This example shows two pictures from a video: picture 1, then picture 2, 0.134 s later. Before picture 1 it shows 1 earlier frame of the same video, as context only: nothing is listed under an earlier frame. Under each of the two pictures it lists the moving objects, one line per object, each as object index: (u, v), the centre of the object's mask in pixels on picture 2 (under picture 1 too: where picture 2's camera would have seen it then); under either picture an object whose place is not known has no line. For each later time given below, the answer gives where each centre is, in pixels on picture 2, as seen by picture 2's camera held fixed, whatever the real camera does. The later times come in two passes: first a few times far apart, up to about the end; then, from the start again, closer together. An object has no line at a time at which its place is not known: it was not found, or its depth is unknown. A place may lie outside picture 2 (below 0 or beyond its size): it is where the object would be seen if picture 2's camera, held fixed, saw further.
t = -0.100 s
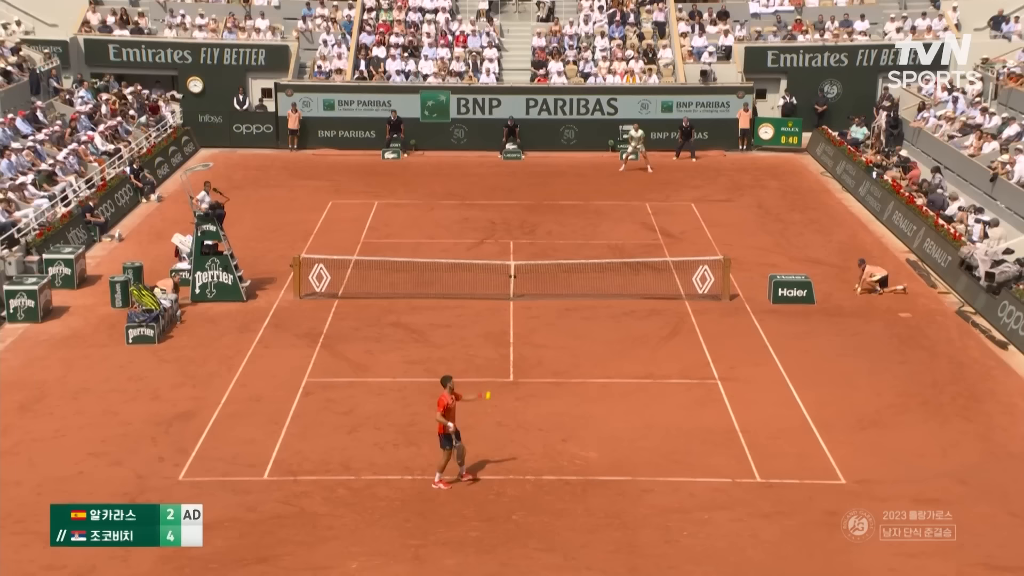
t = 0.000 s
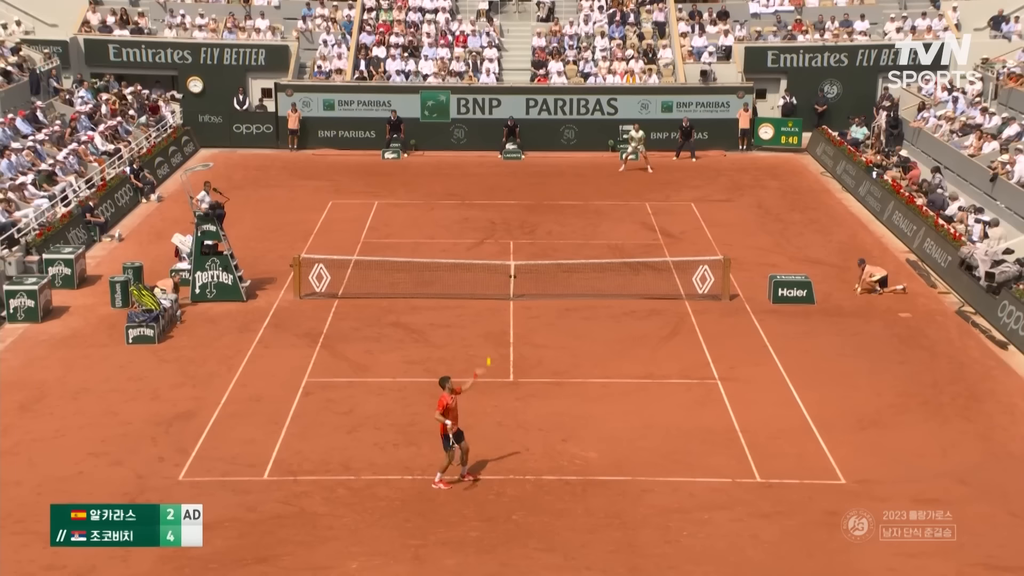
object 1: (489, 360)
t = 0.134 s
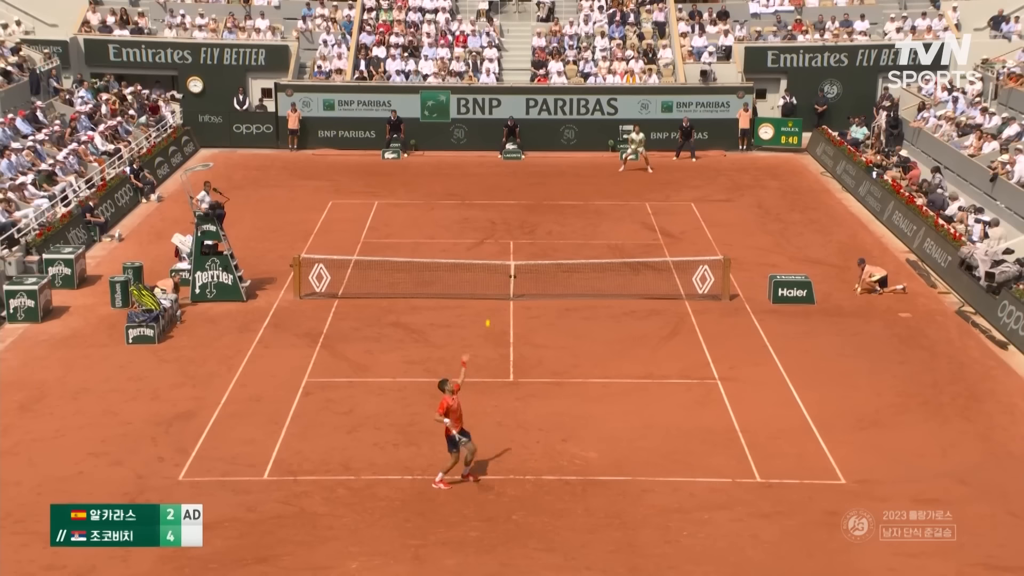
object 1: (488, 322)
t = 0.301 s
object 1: (487, 290)
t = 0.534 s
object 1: (486, 273)
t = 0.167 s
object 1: (488, 314)
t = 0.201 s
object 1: (487, 309)
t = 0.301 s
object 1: (487, 290)
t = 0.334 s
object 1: (487, 286)
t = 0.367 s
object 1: (486, 282)
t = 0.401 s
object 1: (486, 279)
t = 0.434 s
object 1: (486, 276)
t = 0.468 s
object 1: (486, 275)
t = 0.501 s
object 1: (486, 274)
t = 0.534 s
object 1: (486, 273)
